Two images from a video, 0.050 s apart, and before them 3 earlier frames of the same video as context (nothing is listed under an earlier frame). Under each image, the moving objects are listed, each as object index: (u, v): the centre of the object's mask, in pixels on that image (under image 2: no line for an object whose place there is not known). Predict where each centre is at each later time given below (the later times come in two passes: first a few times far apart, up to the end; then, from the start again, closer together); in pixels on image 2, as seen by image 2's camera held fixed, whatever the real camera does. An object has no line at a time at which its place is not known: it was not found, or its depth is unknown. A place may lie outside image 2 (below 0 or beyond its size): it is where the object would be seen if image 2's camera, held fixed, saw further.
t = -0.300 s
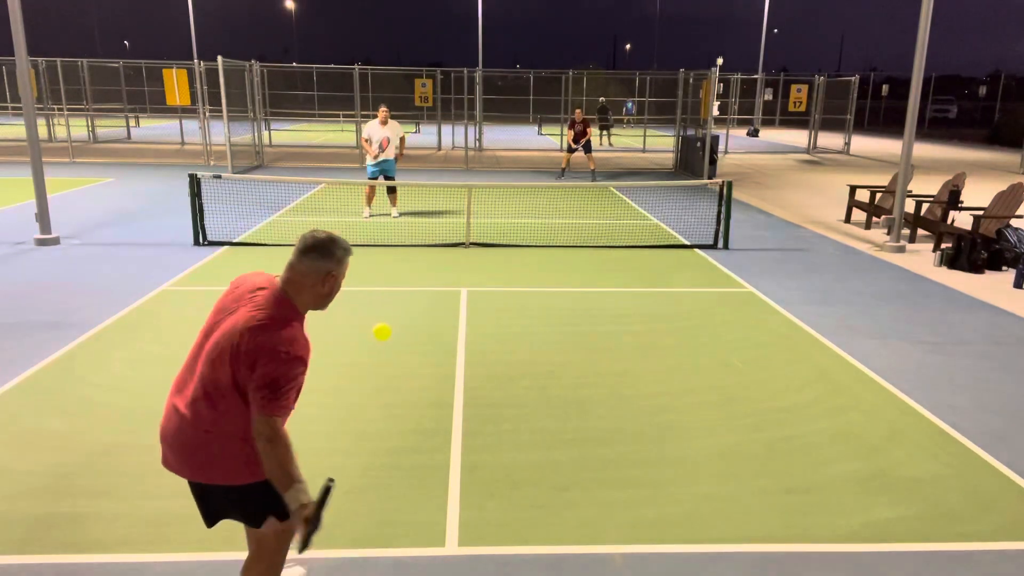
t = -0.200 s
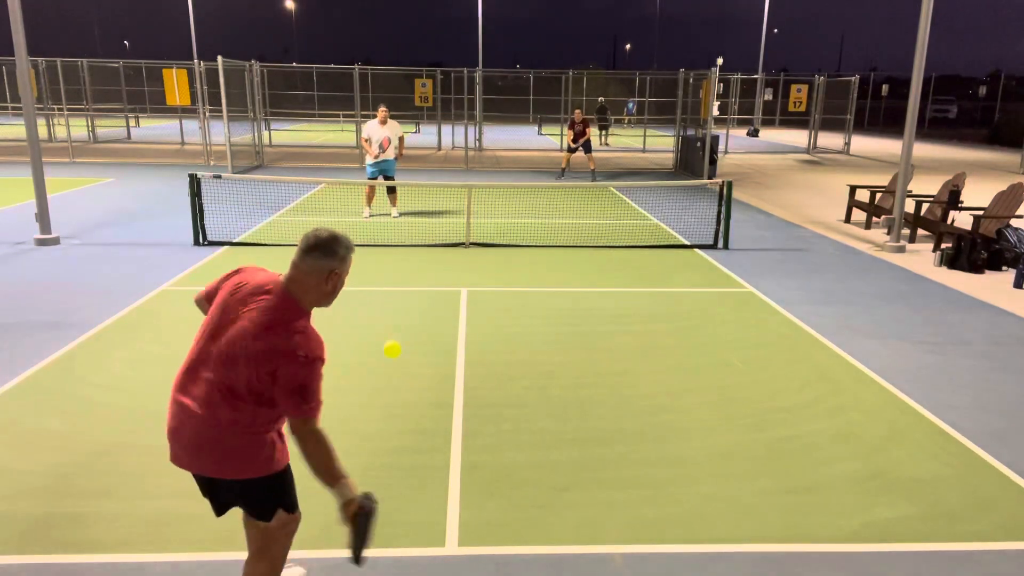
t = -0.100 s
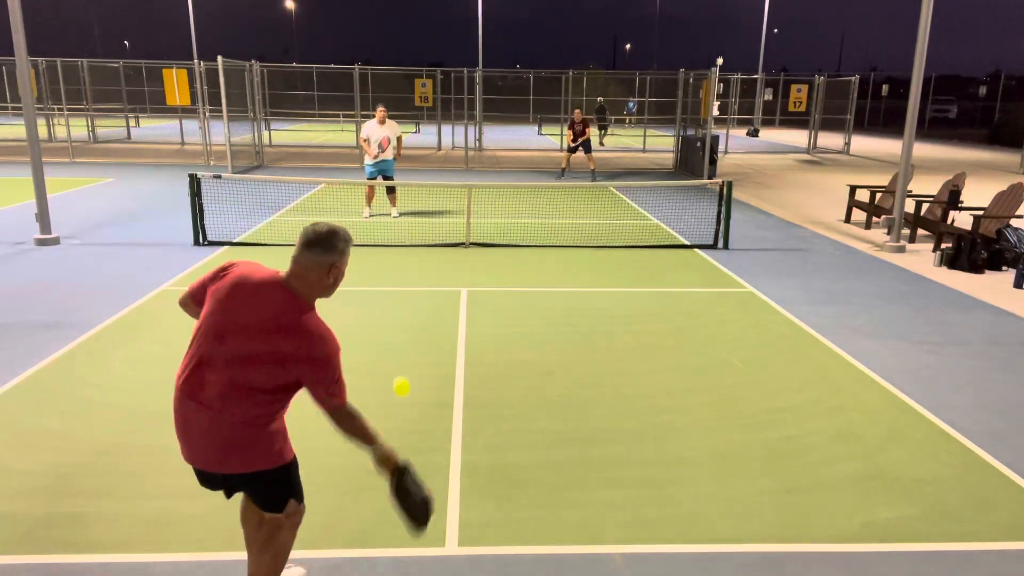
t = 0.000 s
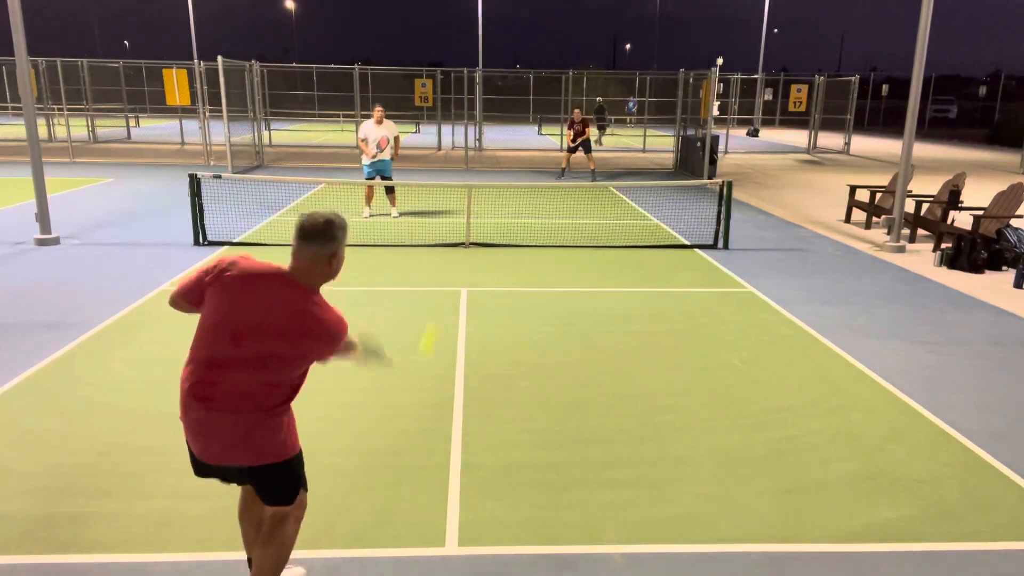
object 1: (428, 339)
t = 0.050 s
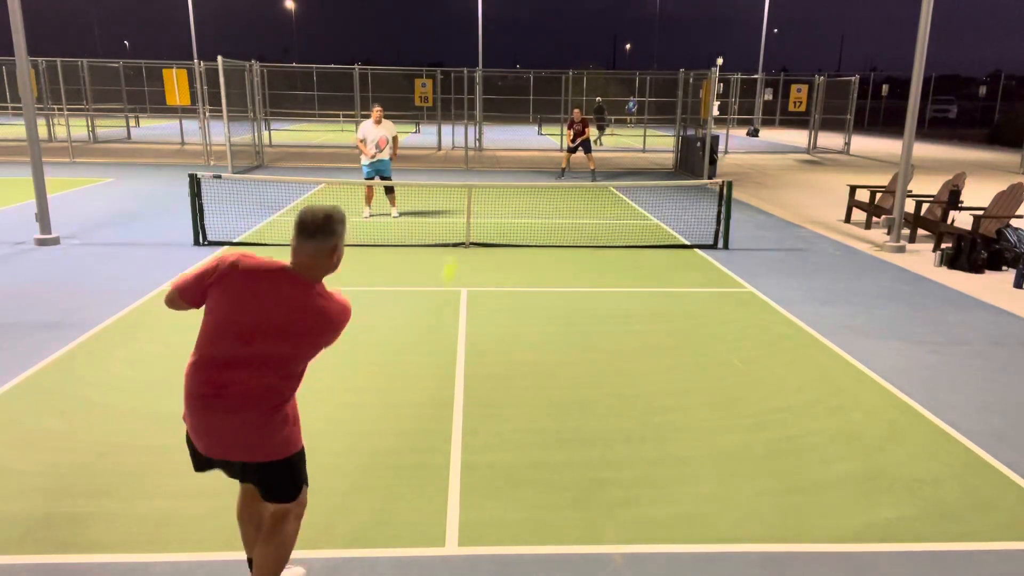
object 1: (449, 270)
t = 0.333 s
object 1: (511, 121)
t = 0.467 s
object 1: (525, 113)
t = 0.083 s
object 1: (459, 237)
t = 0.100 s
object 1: (466, 221)
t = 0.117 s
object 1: (471, 206)
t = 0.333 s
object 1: (511, 121)
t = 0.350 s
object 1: (513, 119)
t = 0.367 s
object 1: (515, 117)
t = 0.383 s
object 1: (517, 115)
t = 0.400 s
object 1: (518, 114)
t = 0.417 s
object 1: (520, 114)
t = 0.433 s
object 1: (522, 113)
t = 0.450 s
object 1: (523, 113)
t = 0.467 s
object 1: (525, 113)
